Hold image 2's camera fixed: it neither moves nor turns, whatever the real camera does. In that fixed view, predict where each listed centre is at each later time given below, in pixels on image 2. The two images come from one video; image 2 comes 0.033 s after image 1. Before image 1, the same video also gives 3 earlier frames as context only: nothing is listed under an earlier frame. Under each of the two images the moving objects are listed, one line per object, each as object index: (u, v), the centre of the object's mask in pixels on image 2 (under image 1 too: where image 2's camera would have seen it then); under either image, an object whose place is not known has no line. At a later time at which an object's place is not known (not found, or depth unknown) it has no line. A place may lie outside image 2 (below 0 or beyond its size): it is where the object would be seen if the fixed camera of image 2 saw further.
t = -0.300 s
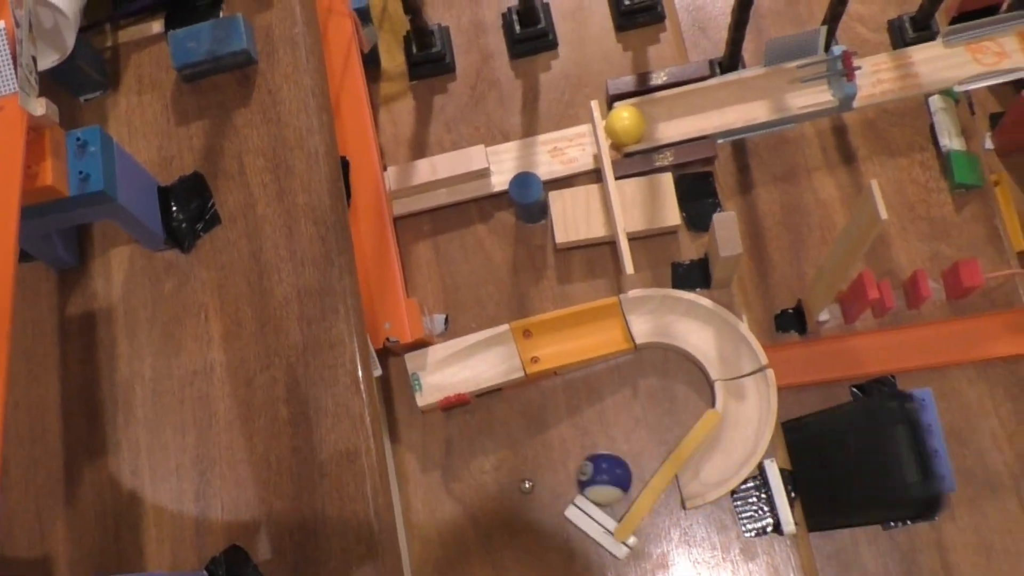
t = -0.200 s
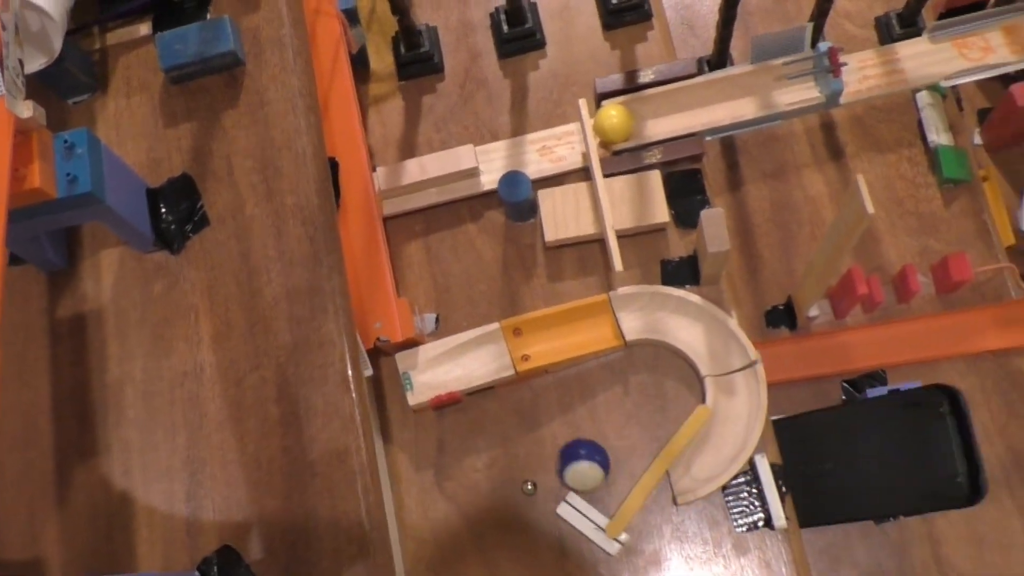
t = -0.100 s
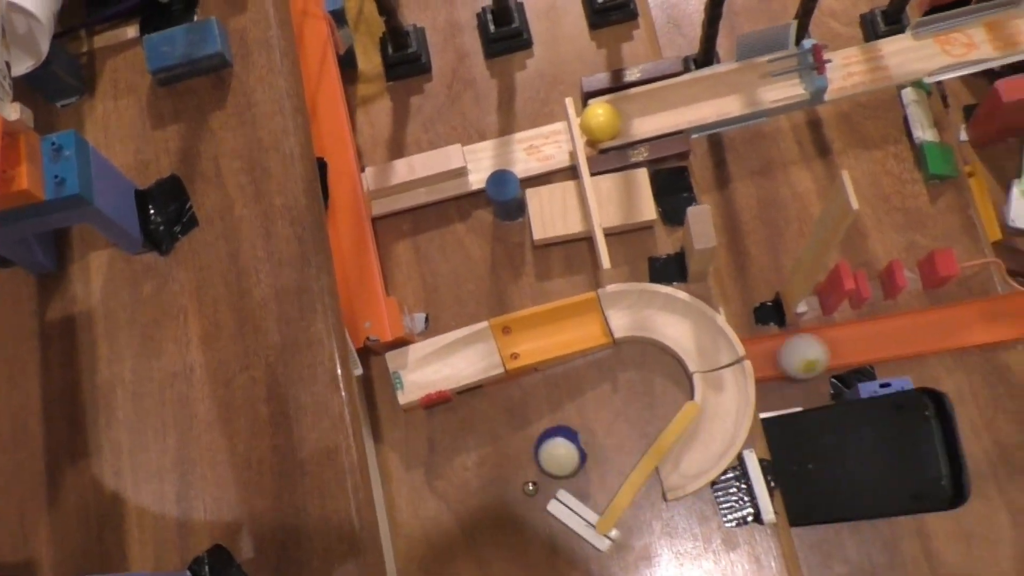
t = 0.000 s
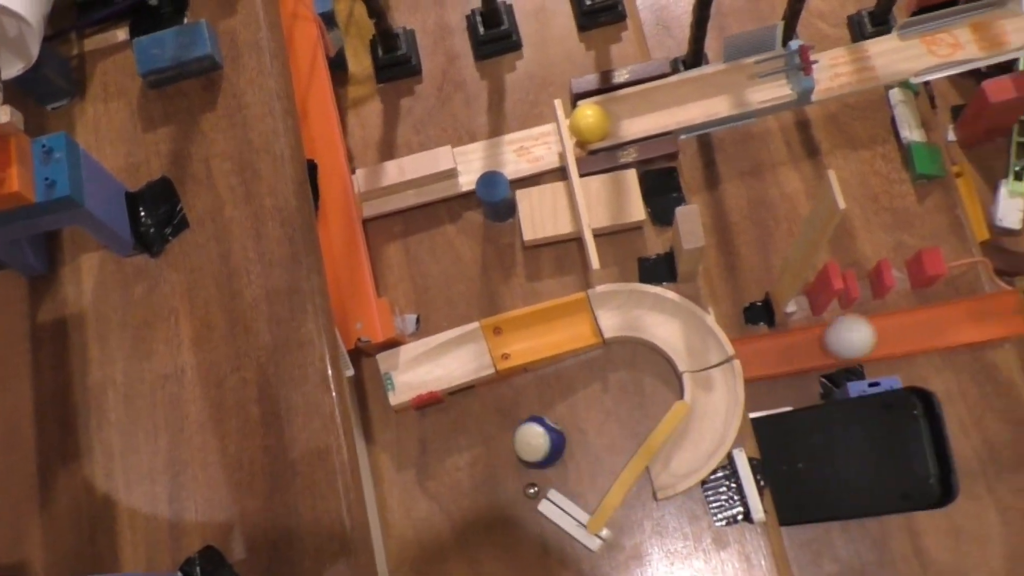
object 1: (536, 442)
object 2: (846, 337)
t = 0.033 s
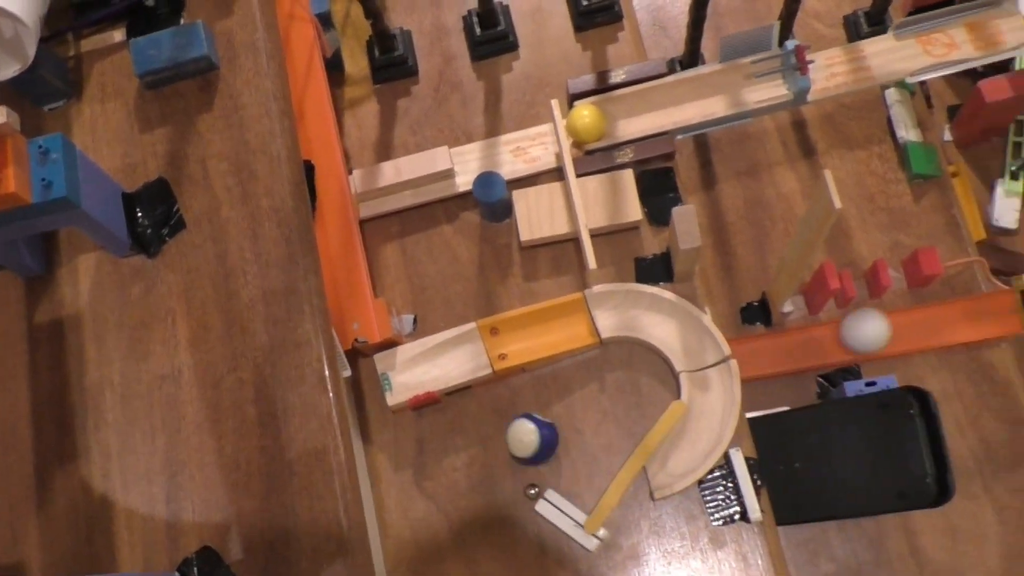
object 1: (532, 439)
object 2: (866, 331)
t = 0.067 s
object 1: (528, 436)
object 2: (884, 325)
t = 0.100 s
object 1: (524, 432)
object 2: (902, 322)
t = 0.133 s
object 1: (520, 429)
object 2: (922, 320)
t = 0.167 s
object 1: (516, 426)
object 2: (941, 318)
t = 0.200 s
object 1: (513, 422)
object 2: (960, 316)
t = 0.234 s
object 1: (510, 419)
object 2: (979, 315)
